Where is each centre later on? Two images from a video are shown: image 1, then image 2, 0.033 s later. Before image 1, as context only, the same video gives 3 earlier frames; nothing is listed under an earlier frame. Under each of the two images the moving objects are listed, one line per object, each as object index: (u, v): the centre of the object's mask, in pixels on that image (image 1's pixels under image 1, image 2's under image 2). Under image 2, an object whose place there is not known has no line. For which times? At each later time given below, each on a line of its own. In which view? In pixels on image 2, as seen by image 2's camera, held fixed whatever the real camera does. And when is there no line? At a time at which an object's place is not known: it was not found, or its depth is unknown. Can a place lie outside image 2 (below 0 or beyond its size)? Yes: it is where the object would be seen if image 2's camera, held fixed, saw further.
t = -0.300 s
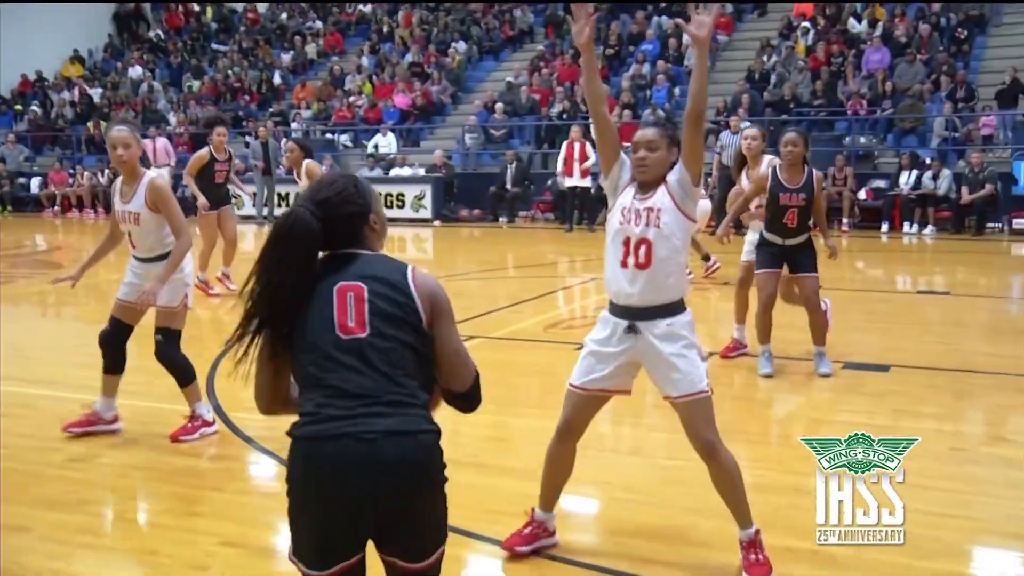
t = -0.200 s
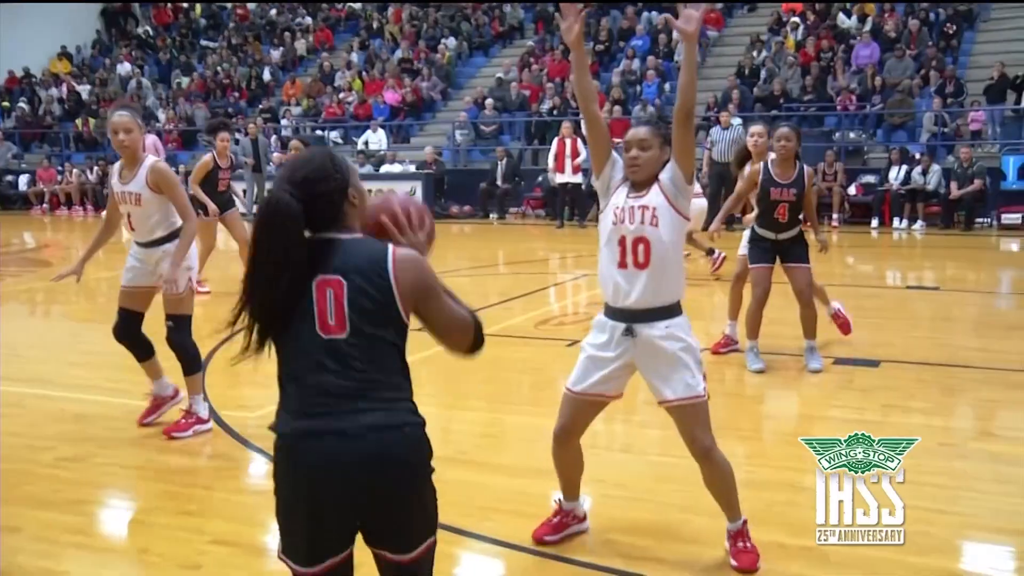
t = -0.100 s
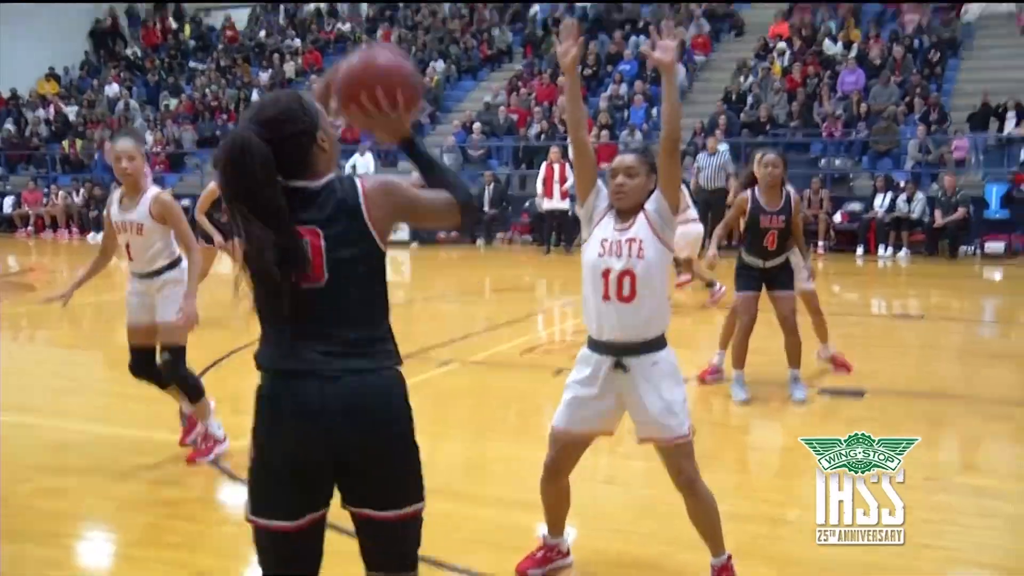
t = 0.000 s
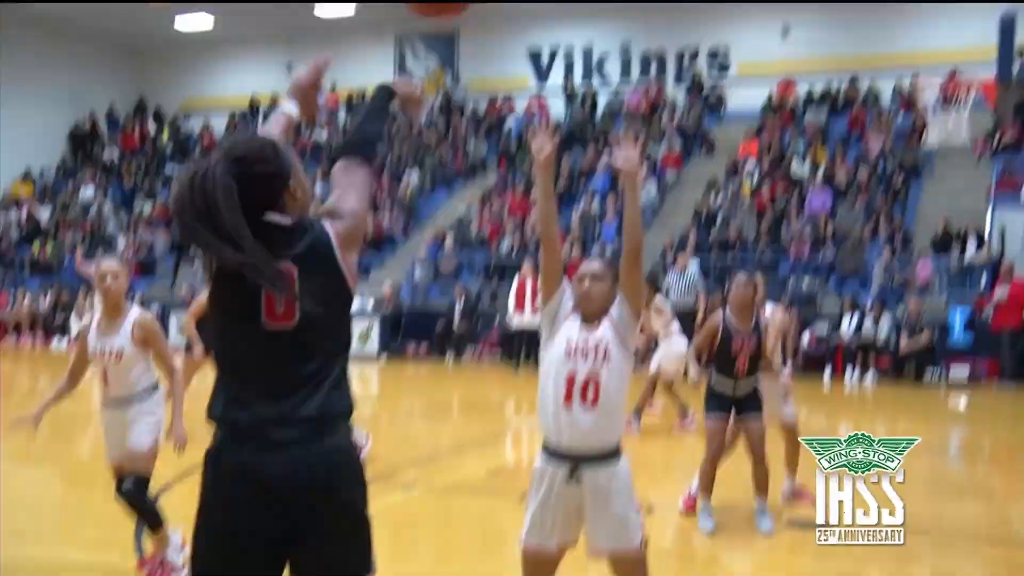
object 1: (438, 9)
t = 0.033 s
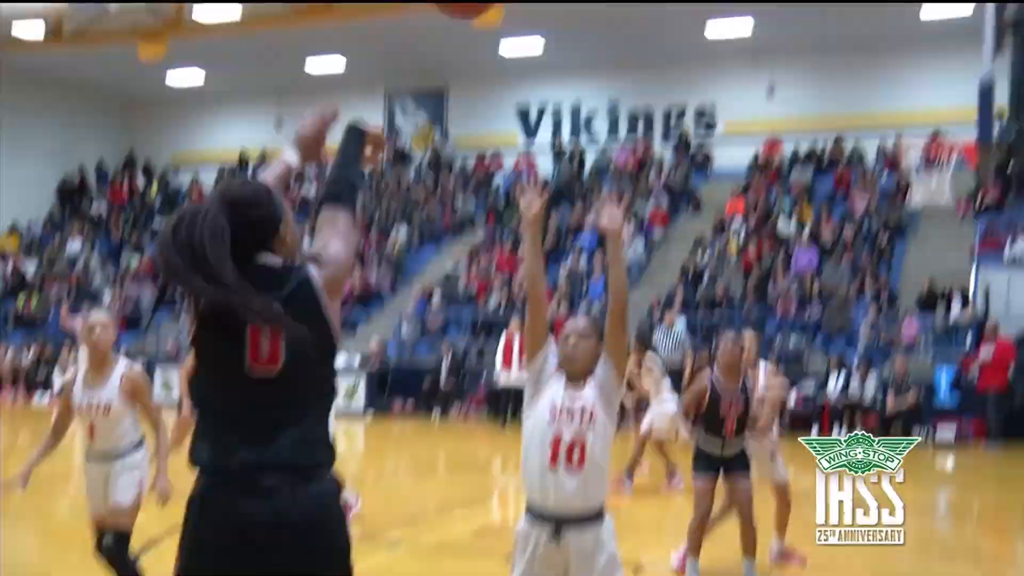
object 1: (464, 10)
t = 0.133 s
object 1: (554, -141)
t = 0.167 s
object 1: (581, -170)
